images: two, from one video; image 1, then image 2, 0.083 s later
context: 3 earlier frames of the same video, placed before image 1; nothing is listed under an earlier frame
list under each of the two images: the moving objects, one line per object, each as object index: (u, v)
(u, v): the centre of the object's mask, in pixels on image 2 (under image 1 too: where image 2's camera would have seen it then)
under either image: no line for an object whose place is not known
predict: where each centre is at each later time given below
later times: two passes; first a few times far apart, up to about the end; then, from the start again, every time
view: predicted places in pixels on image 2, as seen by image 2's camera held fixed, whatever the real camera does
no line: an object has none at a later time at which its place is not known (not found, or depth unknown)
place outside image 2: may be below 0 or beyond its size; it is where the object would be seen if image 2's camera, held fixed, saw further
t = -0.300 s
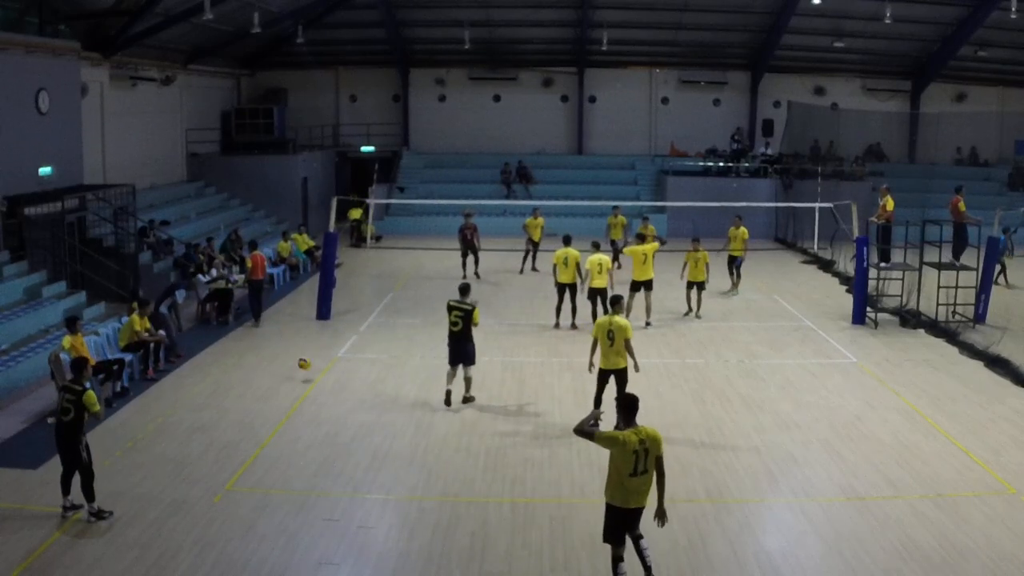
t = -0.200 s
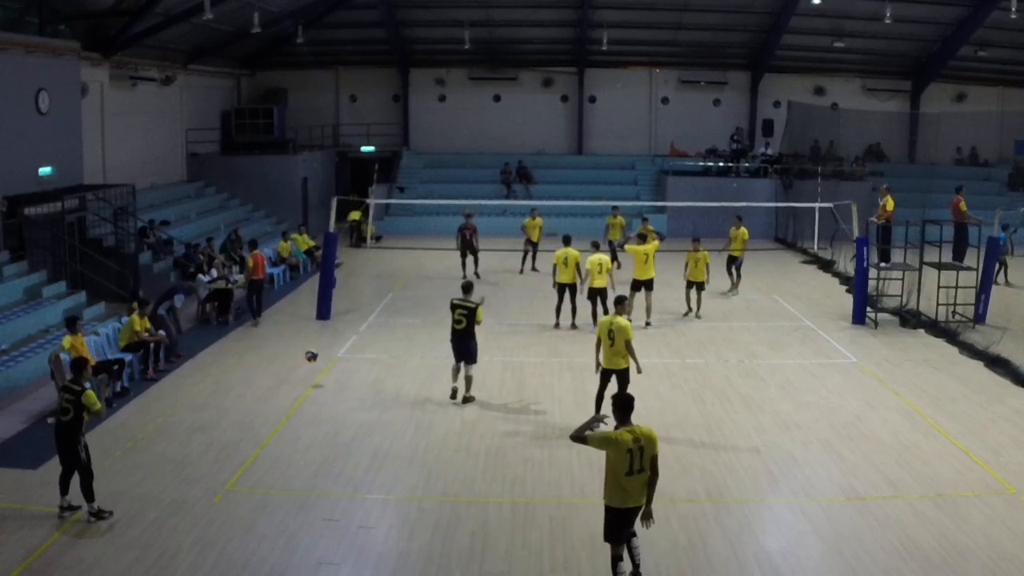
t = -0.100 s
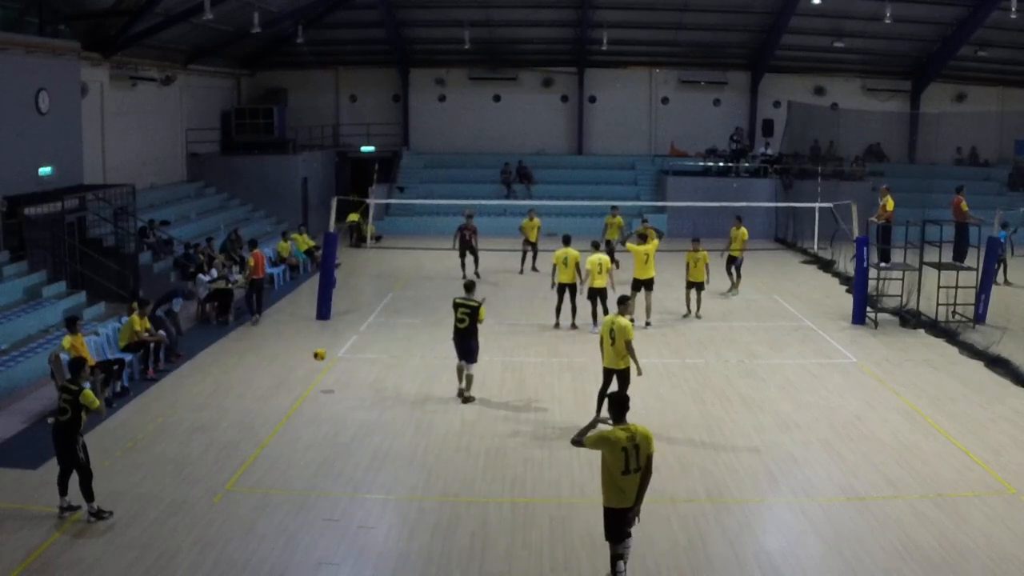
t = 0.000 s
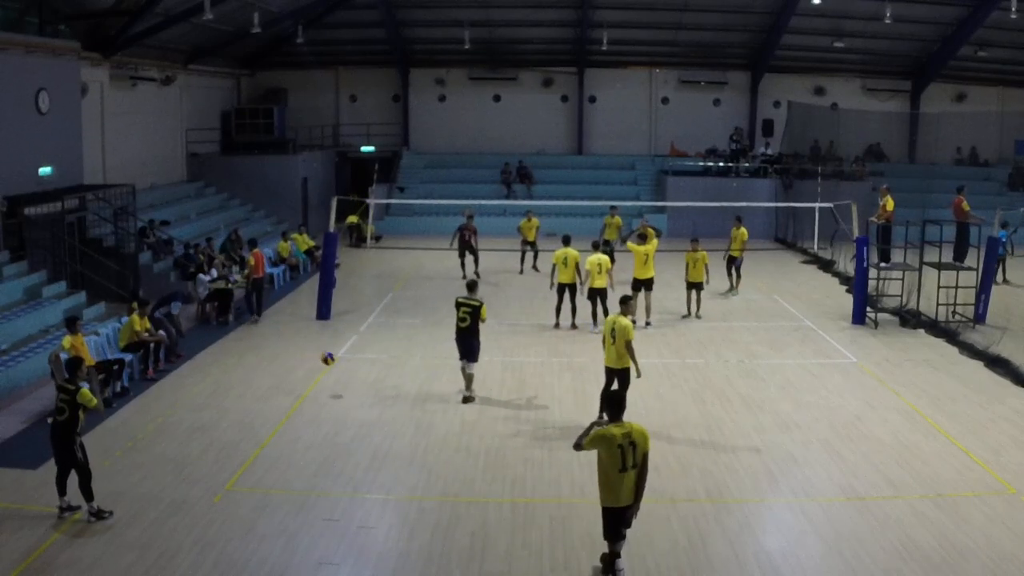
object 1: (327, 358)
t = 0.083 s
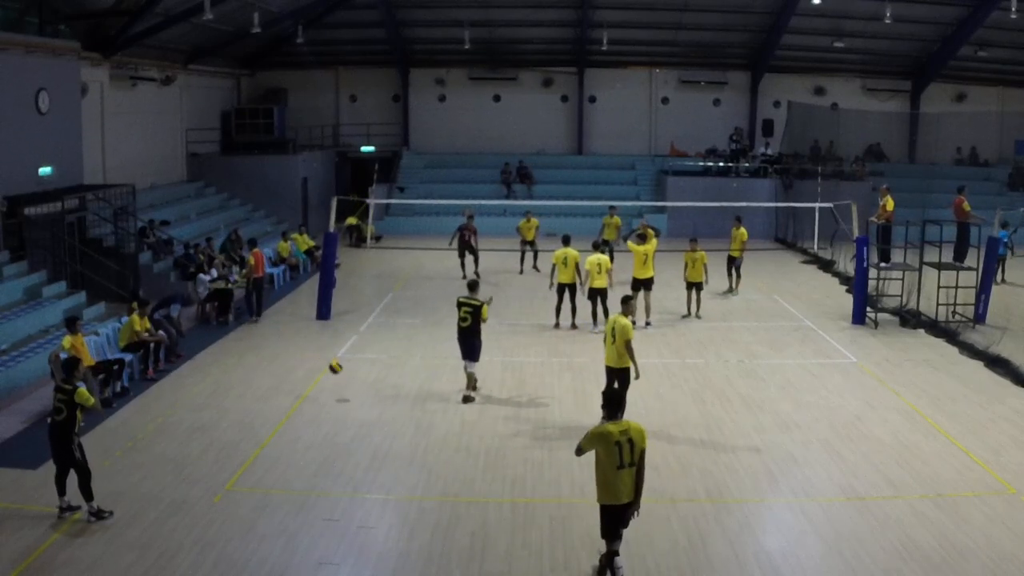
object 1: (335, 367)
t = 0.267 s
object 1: (352, 400)
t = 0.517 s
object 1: (376, 391)
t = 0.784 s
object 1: (404, 428)
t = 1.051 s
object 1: (433, 427)
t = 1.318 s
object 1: (465, 449)
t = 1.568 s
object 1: (497, 471)
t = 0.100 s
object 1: (336, 370)
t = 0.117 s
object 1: (338, 372)
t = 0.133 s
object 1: (340, 375)
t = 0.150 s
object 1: (341, 378)
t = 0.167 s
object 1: (343, 381)
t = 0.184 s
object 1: (344, 384)
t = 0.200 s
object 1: (346, 387)
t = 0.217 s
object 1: (347, 391)
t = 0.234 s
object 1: (349, 395)
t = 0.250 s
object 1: (351, 401)
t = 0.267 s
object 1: (352, 400)
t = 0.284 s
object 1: (354, 397)
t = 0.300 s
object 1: (355, 396)
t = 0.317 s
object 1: (356, 395)
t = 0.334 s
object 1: (358, 393)
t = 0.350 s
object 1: (360, 392)
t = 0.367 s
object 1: (361, 391)
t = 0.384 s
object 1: (363, 390)
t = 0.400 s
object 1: (364, 390)
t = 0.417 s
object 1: (366, 389)
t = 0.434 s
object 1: (368, 389)
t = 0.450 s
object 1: (369, 389)
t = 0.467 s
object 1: (371, 389)
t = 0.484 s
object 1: (372, 390)
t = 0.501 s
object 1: (374, 390)
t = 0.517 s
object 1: (376, 391)
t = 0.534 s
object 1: (377, 392)
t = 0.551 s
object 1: (379, 393)
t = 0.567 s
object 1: (381, 394)
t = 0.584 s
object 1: (383, 396)
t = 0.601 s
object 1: (384, 397)
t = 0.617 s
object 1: (386, 400)
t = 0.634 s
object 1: (388, 402)
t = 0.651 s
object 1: (389, 404)
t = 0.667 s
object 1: (391, 406)
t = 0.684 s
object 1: (393, 409)
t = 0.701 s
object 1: (395, 412)
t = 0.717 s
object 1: (397, 416)
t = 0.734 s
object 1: (398, 419)
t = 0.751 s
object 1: (401, 423)
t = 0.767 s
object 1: (402, 427)
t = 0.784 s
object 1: (404, 428)
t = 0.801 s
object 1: (406, 427)
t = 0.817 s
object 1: (408, 425)
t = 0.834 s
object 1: (410, 423)
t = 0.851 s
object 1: (411, 422)
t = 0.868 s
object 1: (413, 422)
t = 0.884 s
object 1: (414, 421)
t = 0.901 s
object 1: (416, 420)
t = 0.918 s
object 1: (418, 420)
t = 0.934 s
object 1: (420, 420)
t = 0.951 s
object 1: (422, 421)
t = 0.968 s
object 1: (424, 421)
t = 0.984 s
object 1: (426, 422)
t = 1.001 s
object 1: (427, 423)
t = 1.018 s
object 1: (430, 424)
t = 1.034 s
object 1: (432, 425)
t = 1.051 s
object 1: (433, 427)
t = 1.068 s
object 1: (436, 429)
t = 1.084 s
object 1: (438, 430)
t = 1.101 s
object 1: (440, 432)
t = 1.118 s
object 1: (441, 435)
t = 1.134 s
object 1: (443, 438)
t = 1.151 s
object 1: (445, 440)
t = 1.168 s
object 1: (447, 443)
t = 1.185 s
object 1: (449, 446)
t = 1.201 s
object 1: (451, 451)
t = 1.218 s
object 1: (453, 454)
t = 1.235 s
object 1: (455, 453)
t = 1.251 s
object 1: (457, 451)
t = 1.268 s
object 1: (459, 450)
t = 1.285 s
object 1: (461, 450)
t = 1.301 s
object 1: (463, 449)
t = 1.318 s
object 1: (465, 449)
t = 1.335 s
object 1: (467, 449)
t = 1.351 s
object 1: (469, 448)
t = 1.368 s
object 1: (471, 449)
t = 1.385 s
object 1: (473, 450)
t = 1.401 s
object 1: (475, 451)
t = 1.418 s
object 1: (477, 451)
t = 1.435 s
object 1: (479, 452)
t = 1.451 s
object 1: (481, 454)
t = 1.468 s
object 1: (483, 456)
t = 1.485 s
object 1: (486, 458)
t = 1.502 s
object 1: (488, 459)
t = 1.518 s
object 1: (490, 462)
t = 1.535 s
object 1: (492, 464)
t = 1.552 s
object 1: (494, 468)
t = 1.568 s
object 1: (497, 471)
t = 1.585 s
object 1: (499, 475)
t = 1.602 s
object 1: (501, 478)
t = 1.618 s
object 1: (503, 478)
